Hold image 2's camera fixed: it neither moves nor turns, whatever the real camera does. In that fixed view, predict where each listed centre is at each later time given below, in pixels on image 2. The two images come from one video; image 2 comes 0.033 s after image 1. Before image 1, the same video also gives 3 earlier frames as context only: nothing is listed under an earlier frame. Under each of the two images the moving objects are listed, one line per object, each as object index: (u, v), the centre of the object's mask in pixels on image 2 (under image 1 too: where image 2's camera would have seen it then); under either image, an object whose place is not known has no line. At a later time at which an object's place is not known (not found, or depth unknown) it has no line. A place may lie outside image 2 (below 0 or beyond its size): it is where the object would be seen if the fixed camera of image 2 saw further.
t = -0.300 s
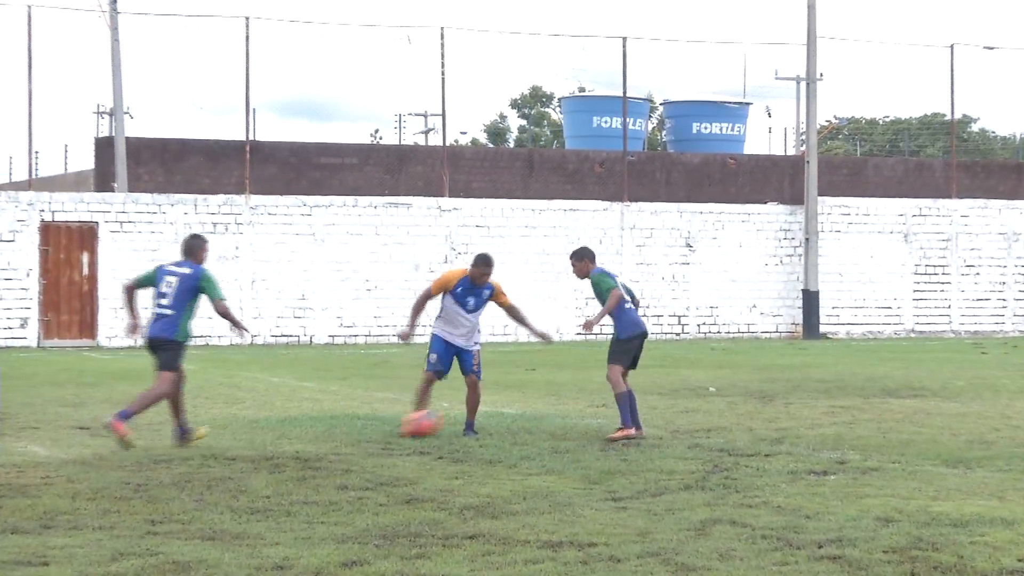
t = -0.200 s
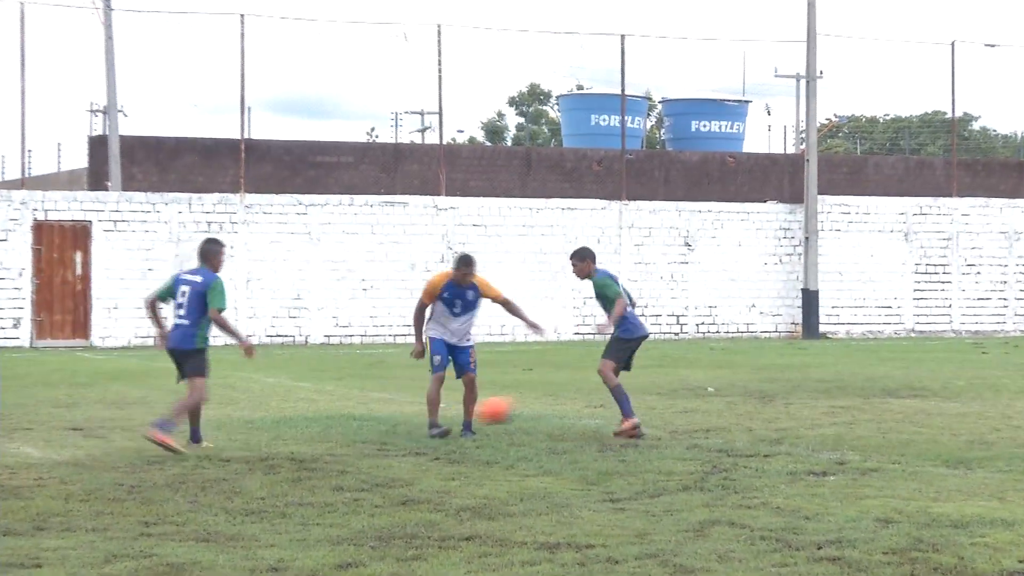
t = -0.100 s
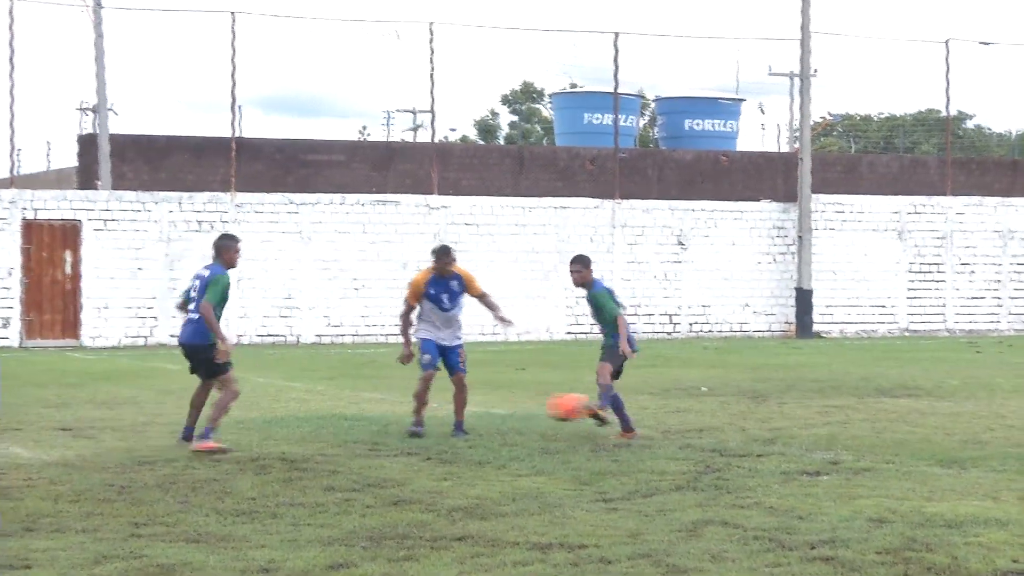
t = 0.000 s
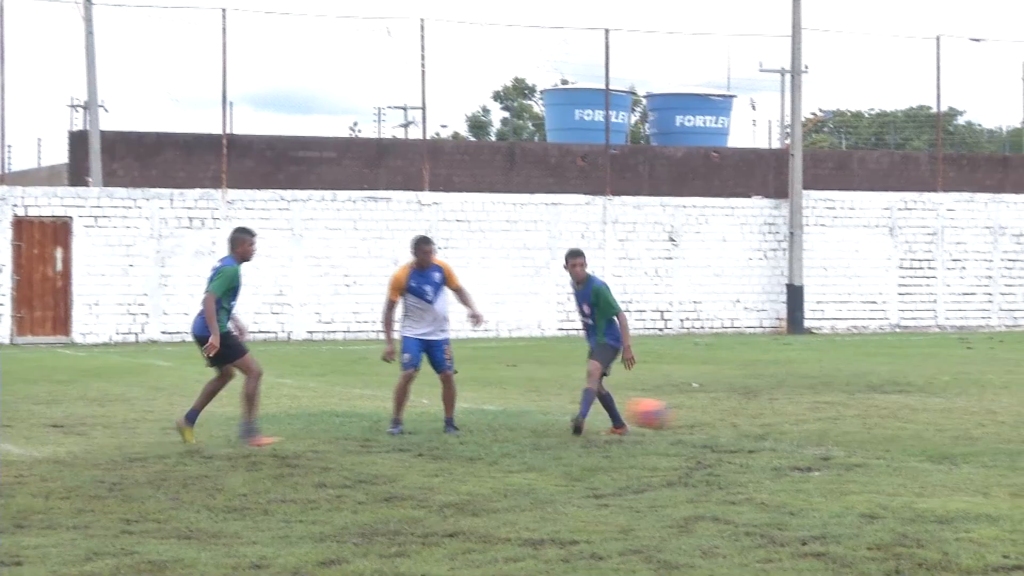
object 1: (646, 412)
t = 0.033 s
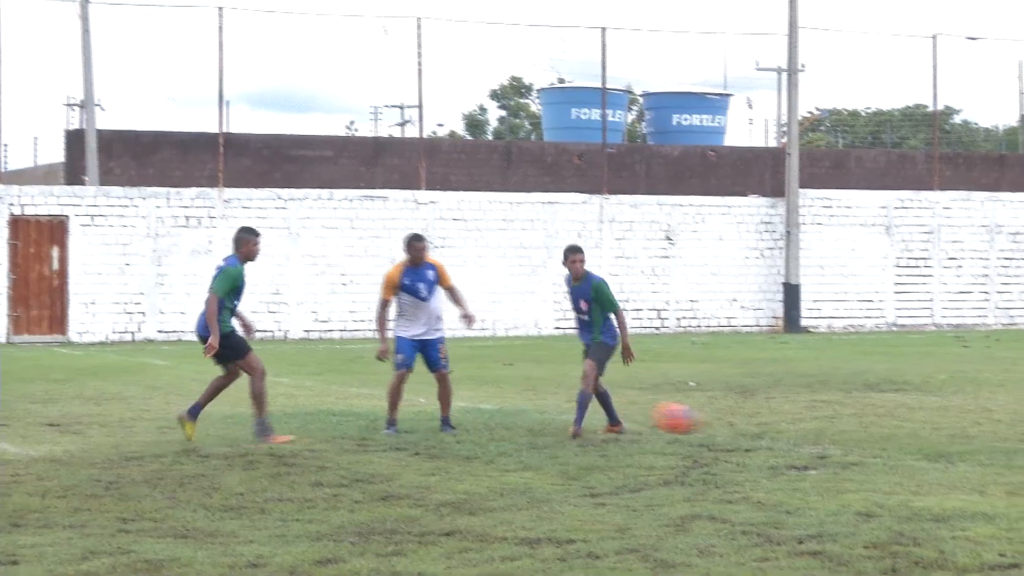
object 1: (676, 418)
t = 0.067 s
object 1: (708, 426)
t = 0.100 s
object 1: (741, 436)
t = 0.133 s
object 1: (774, 446)
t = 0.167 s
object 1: (806, 451)
